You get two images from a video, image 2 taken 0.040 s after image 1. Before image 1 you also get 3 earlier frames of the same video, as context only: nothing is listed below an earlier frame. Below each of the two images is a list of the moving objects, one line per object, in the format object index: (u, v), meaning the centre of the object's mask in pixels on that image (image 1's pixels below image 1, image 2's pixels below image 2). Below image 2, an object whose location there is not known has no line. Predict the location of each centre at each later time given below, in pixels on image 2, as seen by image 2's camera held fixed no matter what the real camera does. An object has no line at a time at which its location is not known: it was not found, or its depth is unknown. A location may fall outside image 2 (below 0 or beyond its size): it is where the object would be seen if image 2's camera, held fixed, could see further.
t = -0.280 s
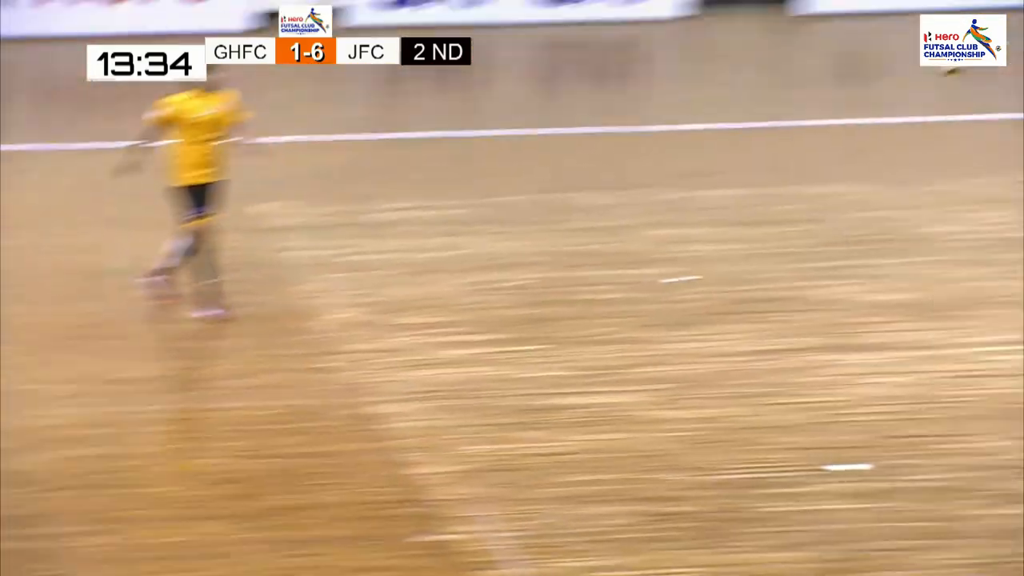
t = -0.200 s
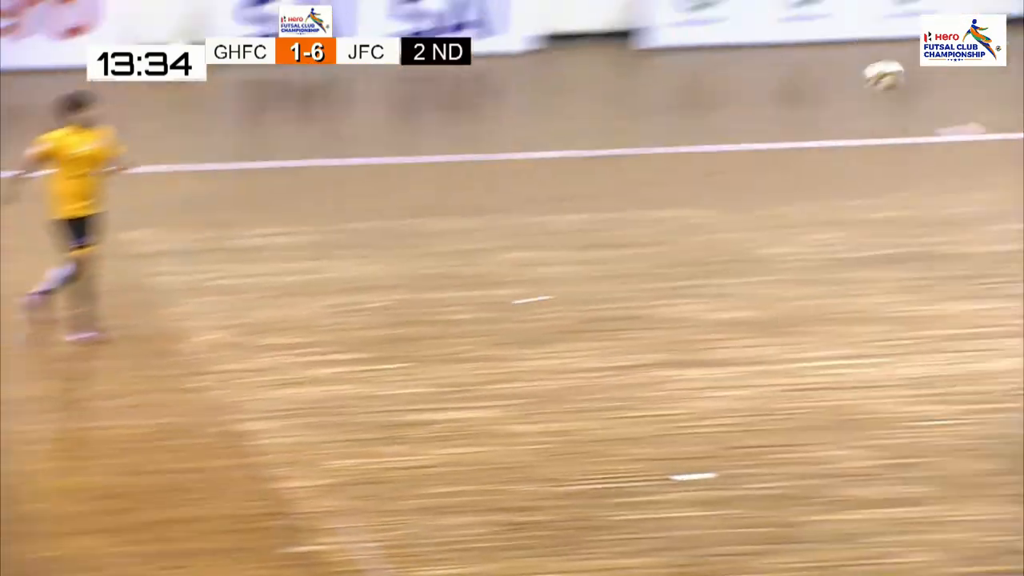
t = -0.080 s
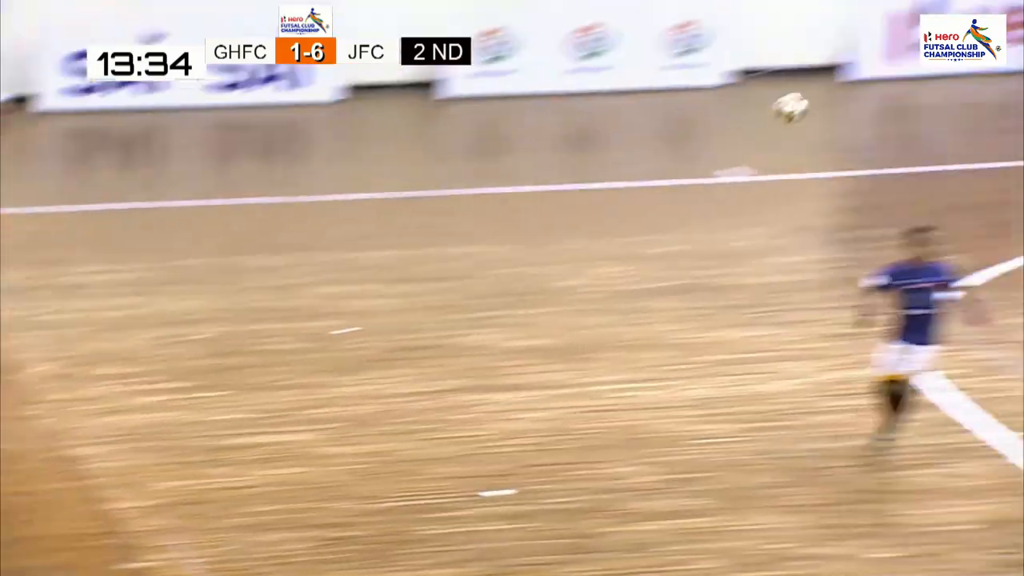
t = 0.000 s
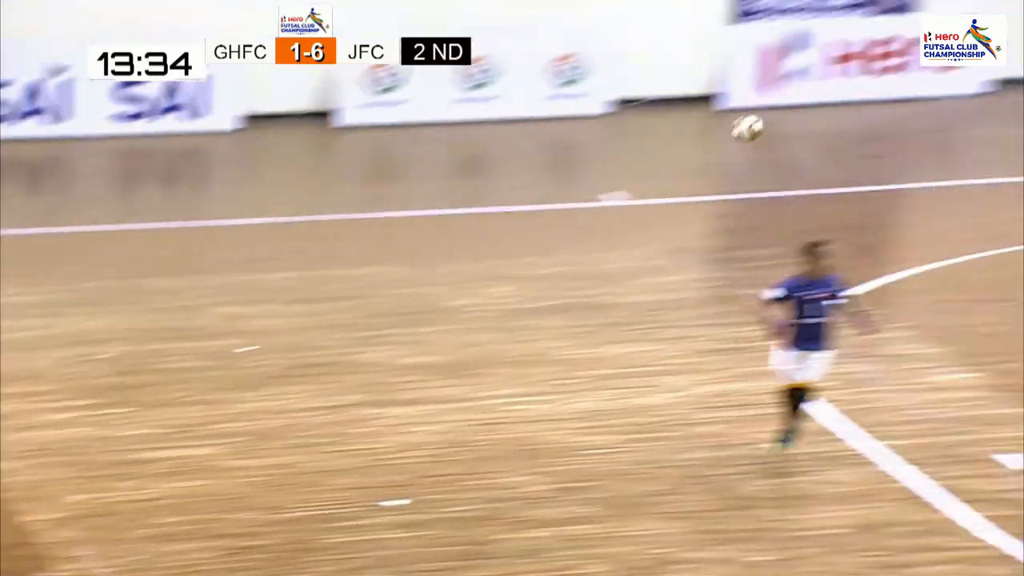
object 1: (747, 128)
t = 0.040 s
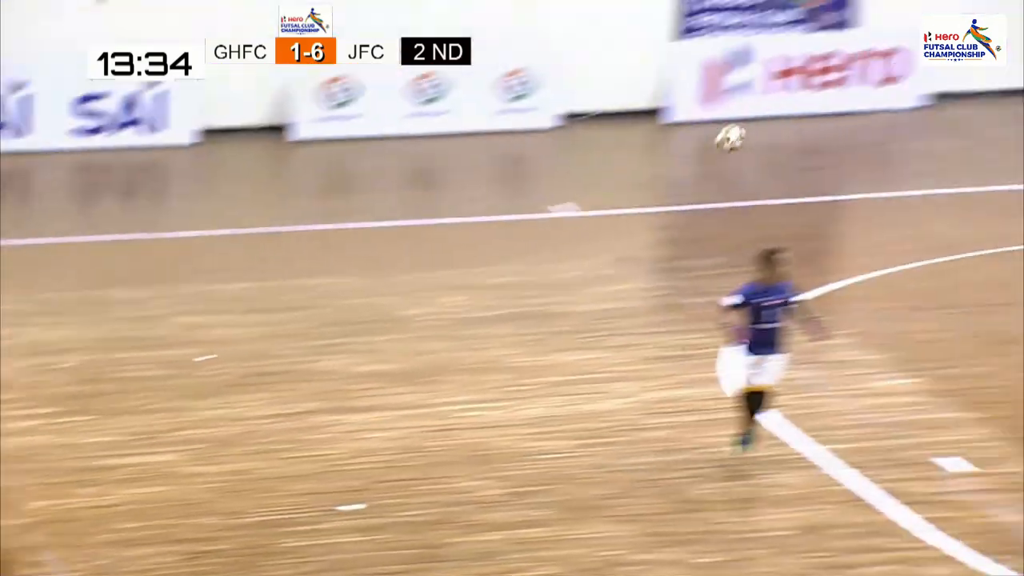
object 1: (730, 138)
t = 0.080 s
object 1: (765, 136)
